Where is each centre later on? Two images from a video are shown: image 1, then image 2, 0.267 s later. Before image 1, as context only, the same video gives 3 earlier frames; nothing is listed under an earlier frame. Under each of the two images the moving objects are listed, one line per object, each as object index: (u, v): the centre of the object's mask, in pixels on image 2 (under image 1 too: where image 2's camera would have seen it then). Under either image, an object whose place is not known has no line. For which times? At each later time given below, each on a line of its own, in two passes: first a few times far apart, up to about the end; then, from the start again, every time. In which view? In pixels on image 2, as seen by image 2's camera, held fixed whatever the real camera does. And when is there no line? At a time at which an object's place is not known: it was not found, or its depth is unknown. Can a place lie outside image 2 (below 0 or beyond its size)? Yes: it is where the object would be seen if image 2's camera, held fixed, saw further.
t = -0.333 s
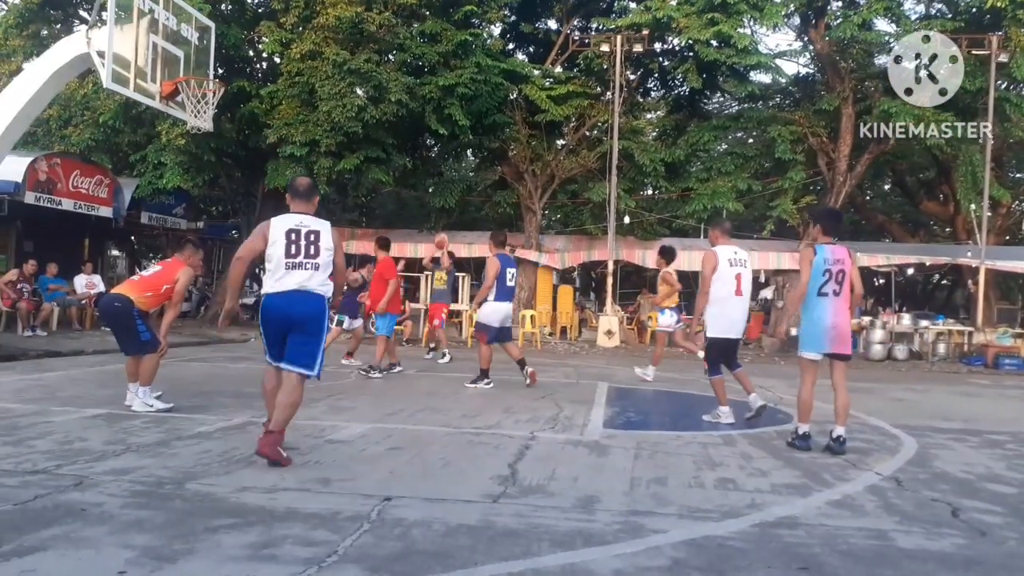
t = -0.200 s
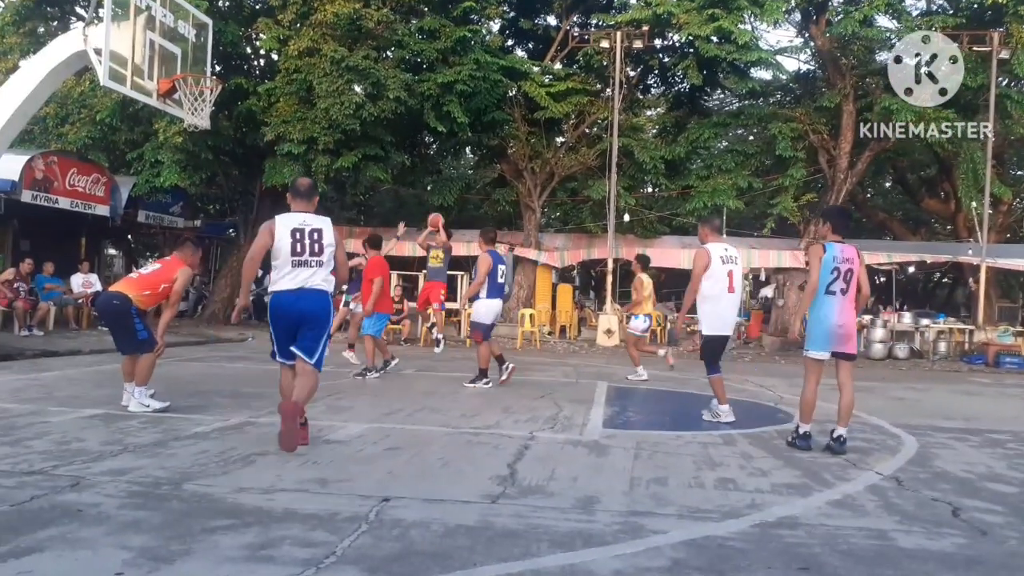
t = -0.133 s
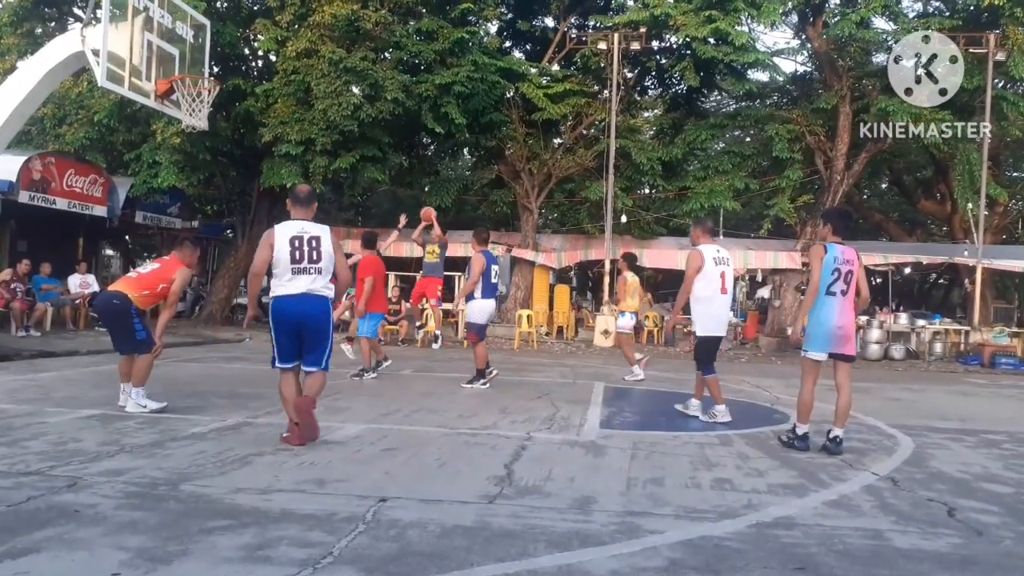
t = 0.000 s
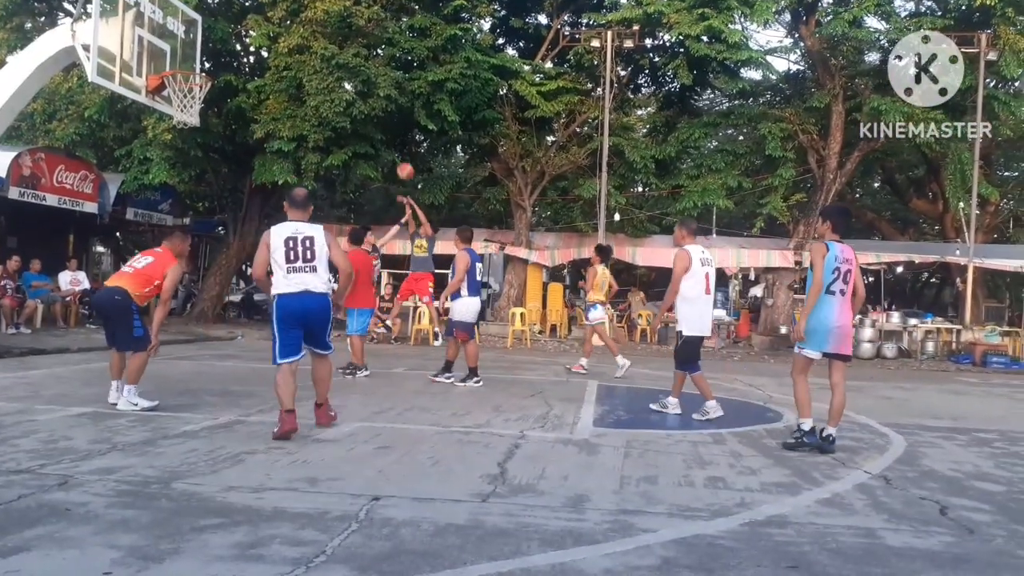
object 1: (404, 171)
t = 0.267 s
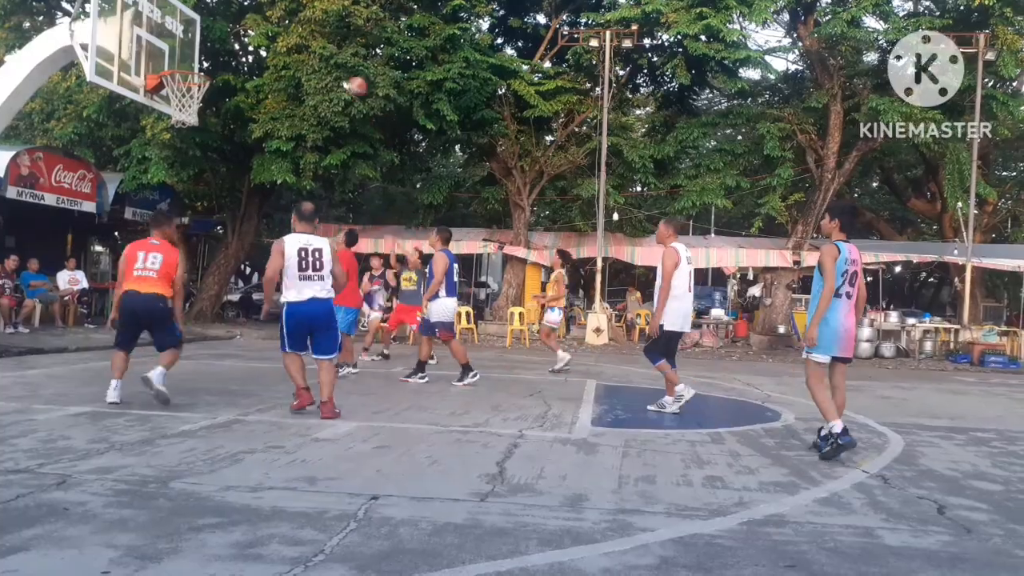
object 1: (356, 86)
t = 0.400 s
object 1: (330, 59)
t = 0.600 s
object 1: (282, 42)
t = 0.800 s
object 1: (226, 58)
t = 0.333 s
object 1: (344, 71)
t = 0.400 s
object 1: (330, 59)
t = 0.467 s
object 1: (315, 50)
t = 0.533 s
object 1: (299, 44)
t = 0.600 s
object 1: (282, 42)
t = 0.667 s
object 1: (265, 43)
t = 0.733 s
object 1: (246, 48)
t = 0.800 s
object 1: (226, 58)
